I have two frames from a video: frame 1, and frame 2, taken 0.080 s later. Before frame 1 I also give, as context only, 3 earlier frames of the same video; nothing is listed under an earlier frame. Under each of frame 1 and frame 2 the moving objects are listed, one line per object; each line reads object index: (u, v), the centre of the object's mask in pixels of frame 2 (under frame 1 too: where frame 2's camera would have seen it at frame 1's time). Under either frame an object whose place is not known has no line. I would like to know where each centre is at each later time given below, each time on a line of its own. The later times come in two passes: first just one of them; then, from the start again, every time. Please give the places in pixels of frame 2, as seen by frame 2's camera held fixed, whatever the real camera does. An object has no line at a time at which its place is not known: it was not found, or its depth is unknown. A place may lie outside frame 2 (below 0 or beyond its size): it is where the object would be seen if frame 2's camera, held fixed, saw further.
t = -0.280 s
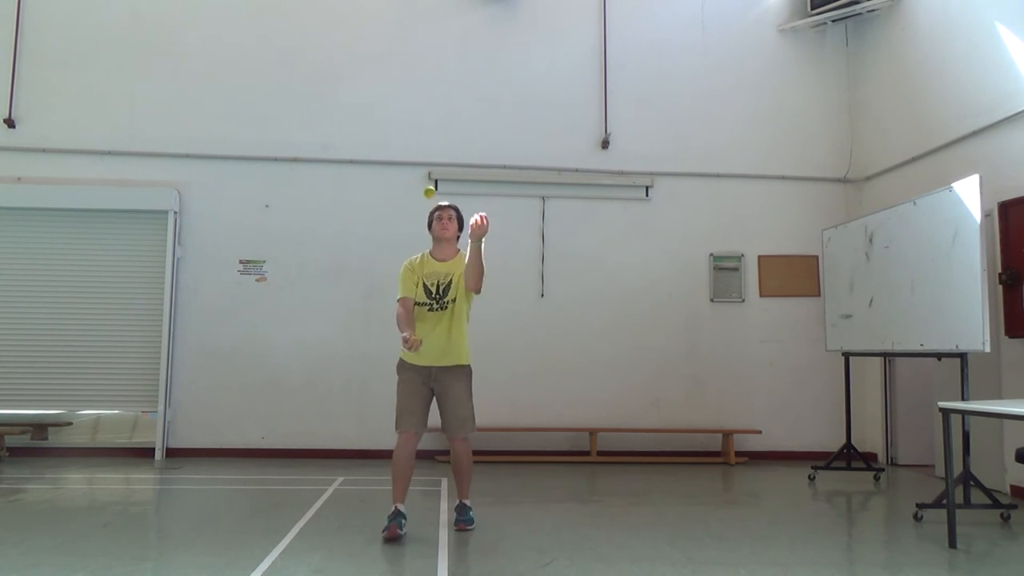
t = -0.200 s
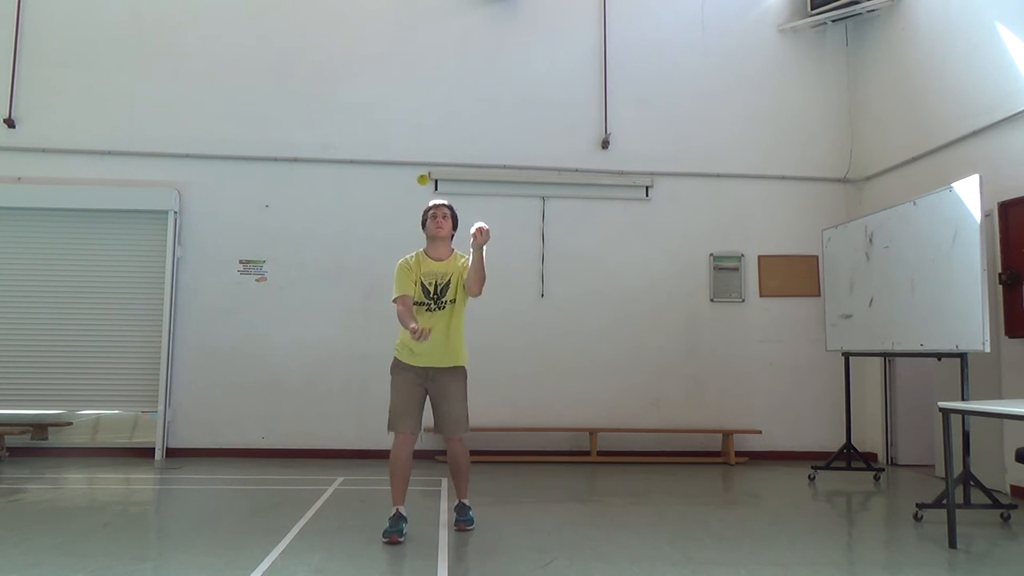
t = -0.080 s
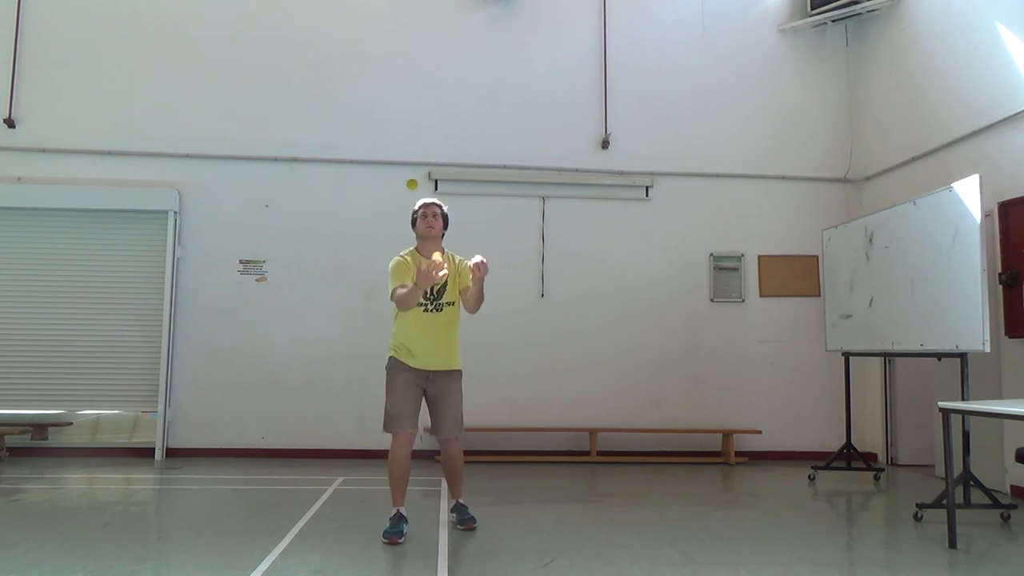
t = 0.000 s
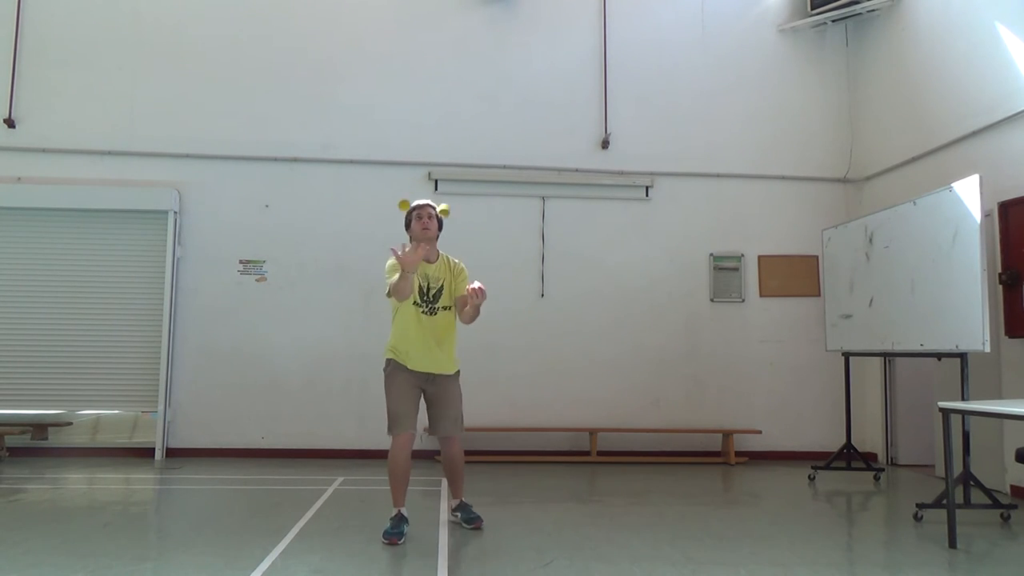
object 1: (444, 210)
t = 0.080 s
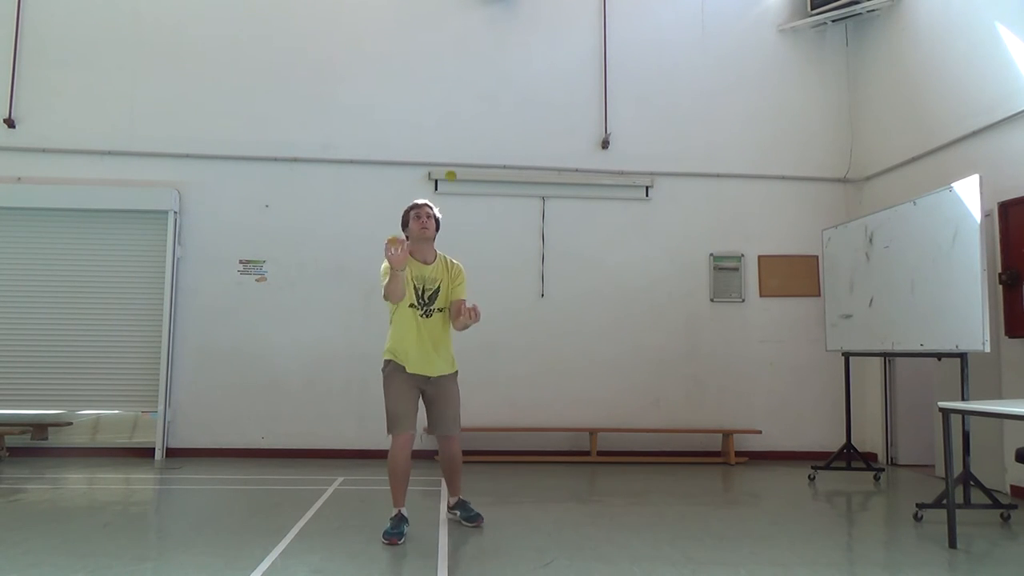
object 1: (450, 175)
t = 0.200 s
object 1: (460, 145)
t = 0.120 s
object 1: (454, 161)
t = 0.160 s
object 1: (457, 151)
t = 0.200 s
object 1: (460, 145)
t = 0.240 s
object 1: (464, 141)
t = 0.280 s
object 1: (467, 141)
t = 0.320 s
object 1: (470, 144)
